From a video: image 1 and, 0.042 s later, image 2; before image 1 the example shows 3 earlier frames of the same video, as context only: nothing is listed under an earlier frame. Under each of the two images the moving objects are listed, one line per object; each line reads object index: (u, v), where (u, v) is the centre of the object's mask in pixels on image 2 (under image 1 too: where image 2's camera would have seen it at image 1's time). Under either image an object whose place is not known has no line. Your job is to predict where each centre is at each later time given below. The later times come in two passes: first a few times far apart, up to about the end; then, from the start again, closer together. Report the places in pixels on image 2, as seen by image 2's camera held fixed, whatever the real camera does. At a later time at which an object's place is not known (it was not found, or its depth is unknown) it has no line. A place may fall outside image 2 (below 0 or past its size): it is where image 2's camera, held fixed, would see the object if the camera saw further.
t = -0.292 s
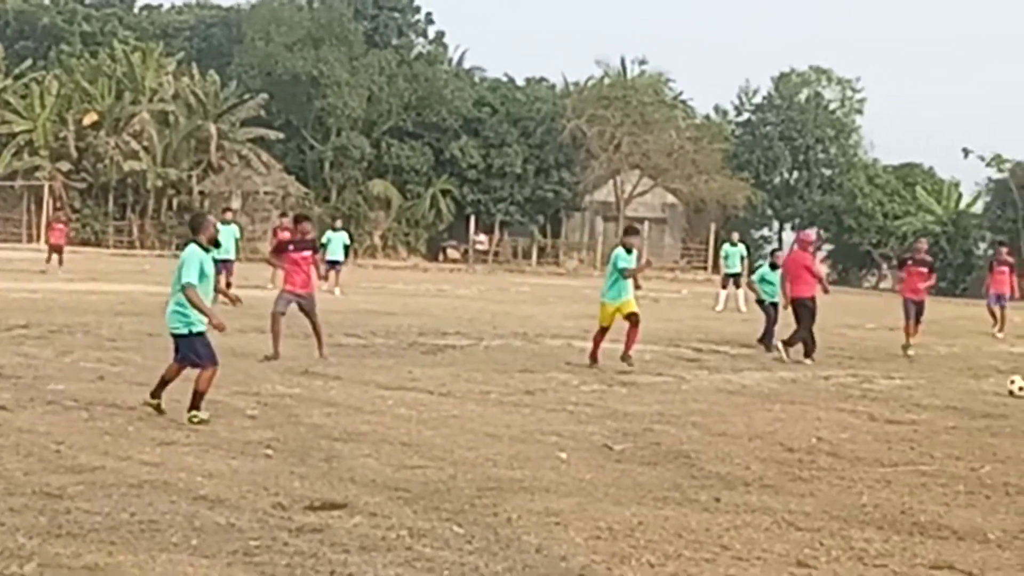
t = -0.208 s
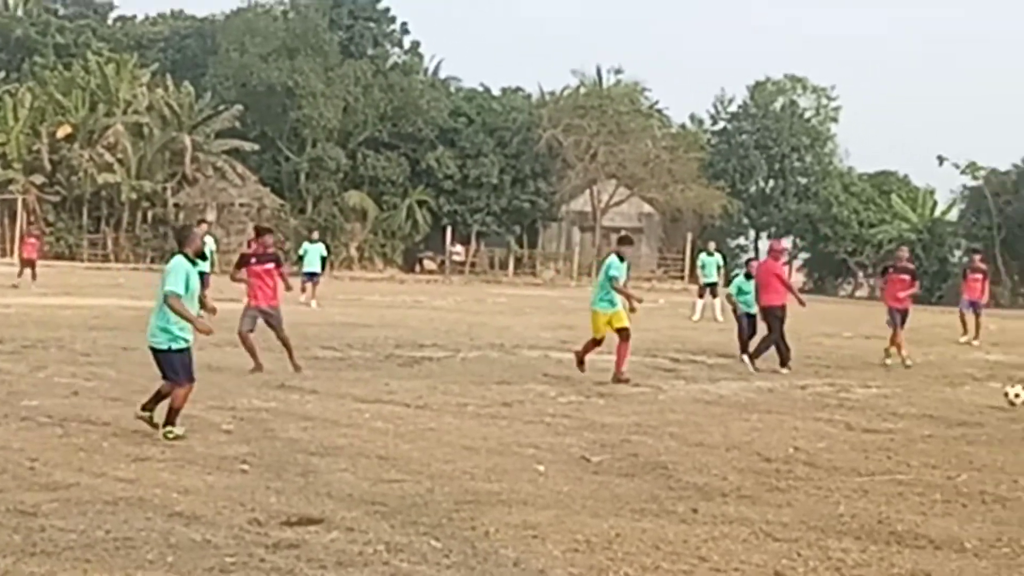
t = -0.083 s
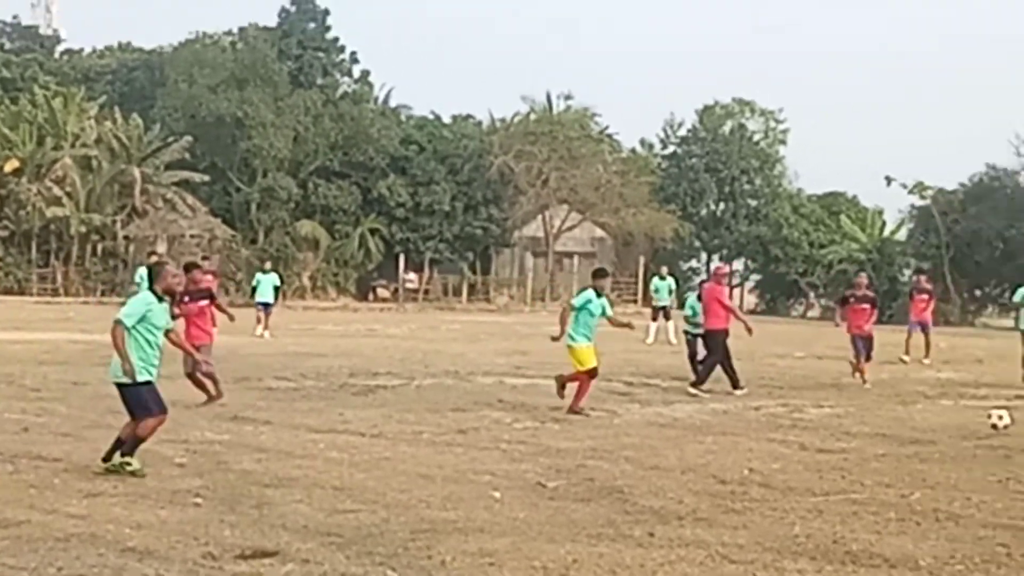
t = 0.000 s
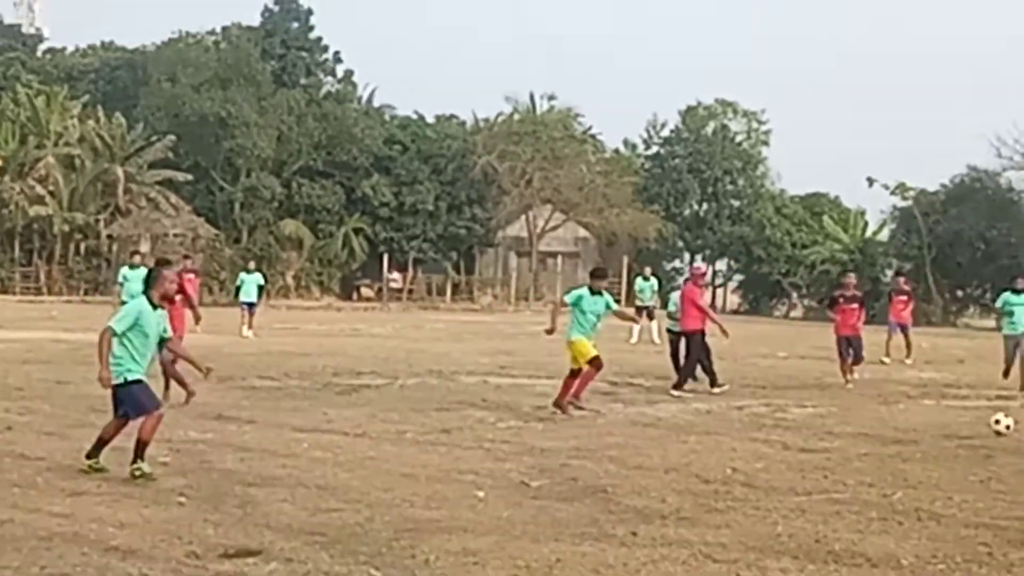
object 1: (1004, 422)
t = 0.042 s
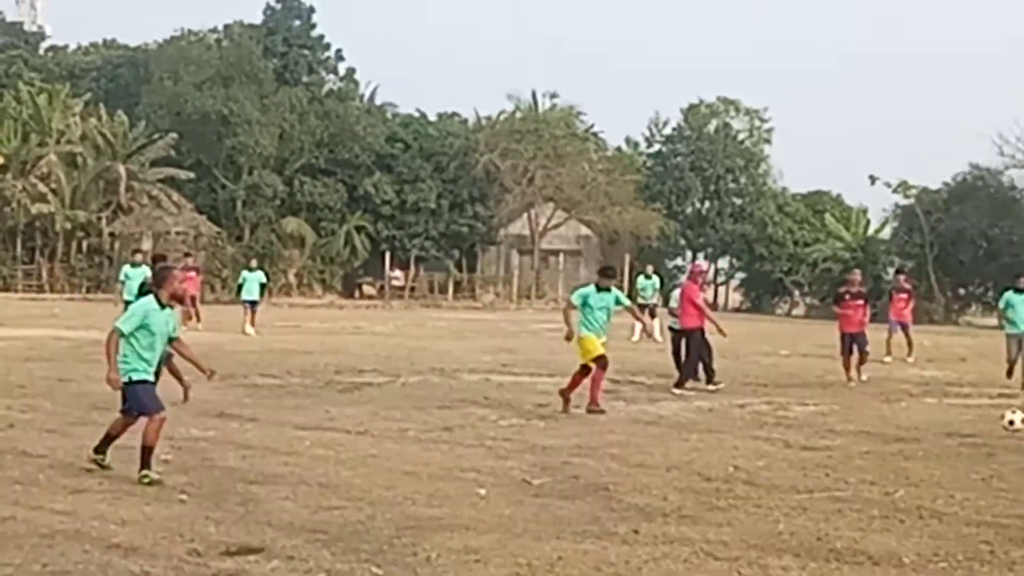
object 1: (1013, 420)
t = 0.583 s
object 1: (1161, 459)
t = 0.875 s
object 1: (1265, 477)
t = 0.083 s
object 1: (1018, 420)
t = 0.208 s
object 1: (1046, 430)
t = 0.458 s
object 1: (1120, 447)
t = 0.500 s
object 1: (1134, 454)
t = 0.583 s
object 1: (1161, 459)
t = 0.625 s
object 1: (1174, 455)
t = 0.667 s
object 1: (1188, 452)
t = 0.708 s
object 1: (1204, 454)
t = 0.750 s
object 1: (1218, 457)
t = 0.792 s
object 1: (1233, 464)
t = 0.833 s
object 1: (1248, 472)
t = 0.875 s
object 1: (1265, 477)
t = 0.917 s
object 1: (1282, 474)
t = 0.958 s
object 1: (1300, 474)
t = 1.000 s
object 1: (1317, 478)
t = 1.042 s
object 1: (1336, 483)
